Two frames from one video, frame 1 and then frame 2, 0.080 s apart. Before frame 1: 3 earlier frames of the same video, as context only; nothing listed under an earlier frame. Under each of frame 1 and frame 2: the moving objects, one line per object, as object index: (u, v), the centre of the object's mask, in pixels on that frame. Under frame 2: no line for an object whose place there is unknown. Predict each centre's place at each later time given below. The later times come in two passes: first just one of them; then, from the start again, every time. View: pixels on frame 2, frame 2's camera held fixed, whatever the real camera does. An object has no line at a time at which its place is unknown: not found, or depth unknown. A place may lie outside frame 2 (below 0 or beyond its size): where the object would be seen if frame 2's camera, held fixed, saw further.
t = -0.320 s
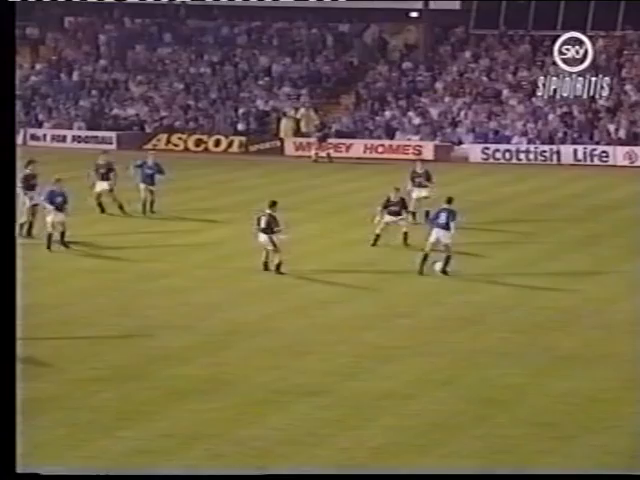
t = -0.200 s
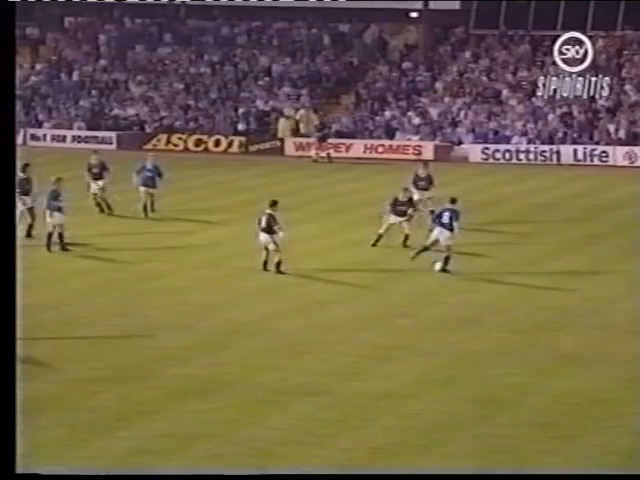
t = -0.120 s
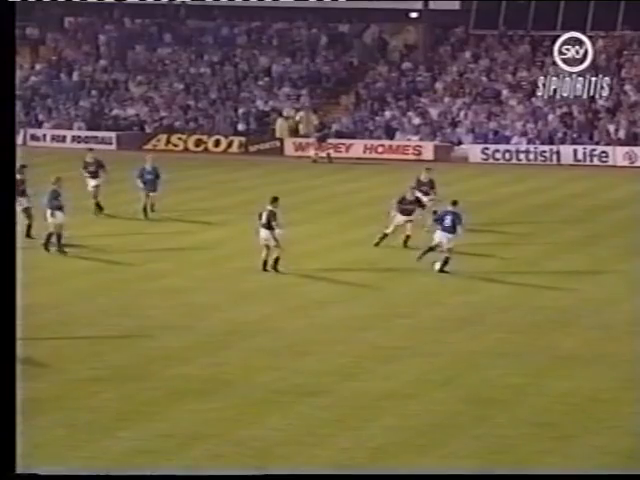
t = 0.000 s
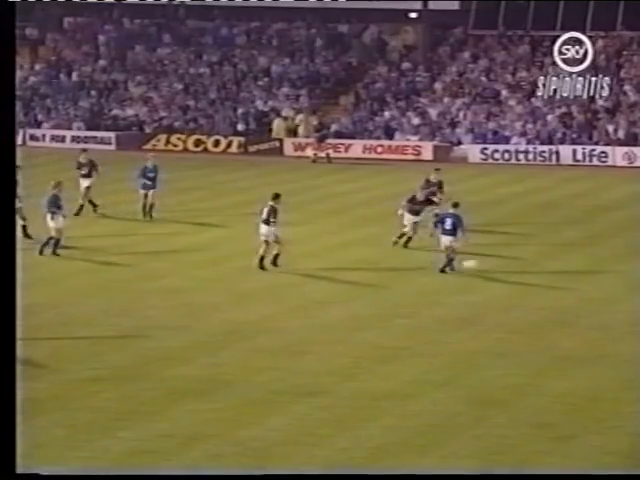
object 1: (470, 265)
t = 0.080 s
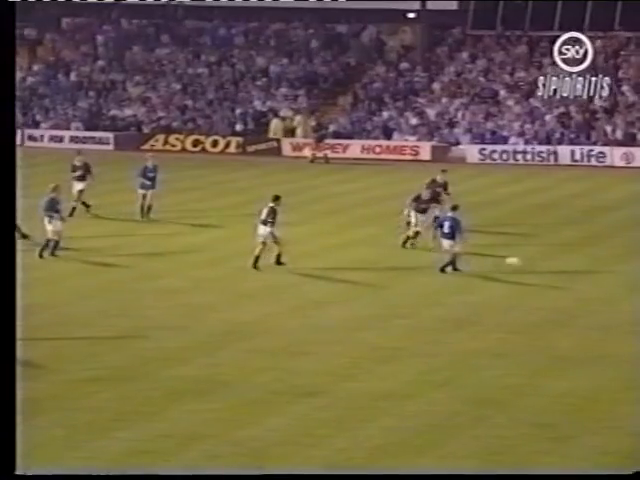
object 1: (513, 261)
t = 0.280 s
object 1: (617, 260)
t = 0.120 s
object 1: (536, 260)
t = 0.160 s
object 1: (556, 262)
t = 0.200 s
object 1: (578, 266)
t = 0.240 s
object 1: (597, 263)
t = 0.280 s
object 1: (617, 260)
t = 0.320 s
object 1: (636, 259)
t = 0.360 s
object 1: (658, 258)
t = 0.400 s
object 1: (677, 258)
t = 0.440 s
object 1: (696, 258)
